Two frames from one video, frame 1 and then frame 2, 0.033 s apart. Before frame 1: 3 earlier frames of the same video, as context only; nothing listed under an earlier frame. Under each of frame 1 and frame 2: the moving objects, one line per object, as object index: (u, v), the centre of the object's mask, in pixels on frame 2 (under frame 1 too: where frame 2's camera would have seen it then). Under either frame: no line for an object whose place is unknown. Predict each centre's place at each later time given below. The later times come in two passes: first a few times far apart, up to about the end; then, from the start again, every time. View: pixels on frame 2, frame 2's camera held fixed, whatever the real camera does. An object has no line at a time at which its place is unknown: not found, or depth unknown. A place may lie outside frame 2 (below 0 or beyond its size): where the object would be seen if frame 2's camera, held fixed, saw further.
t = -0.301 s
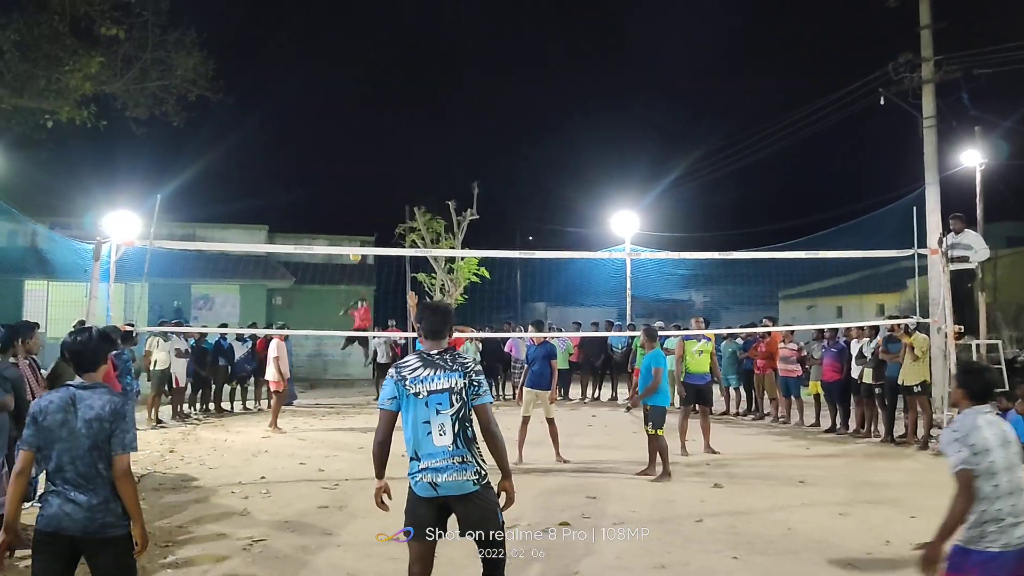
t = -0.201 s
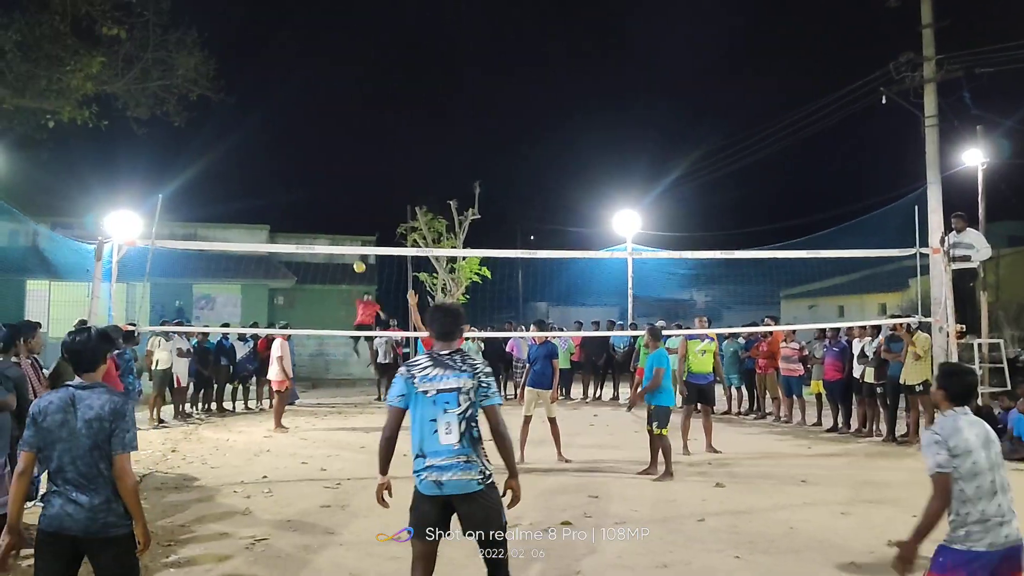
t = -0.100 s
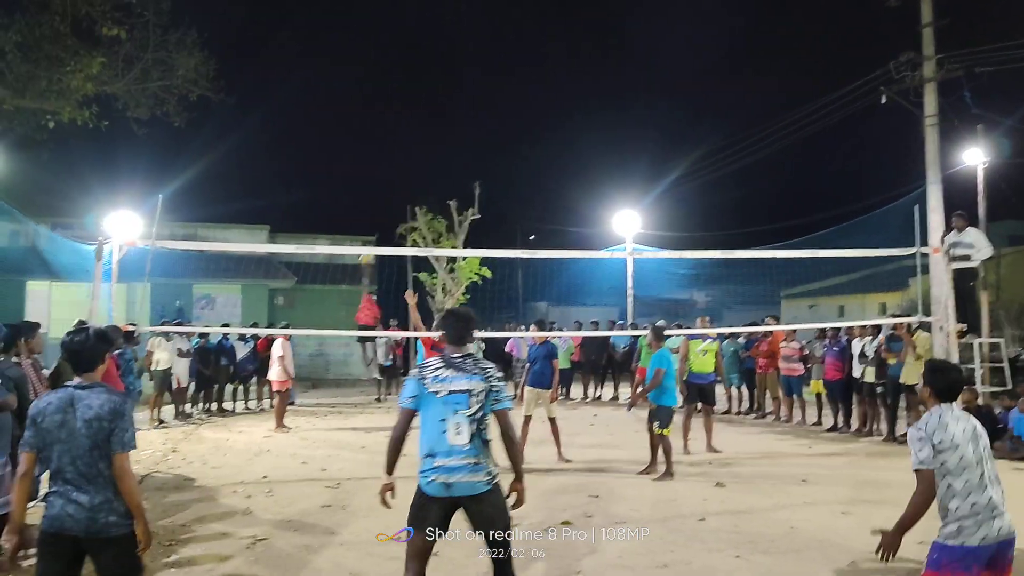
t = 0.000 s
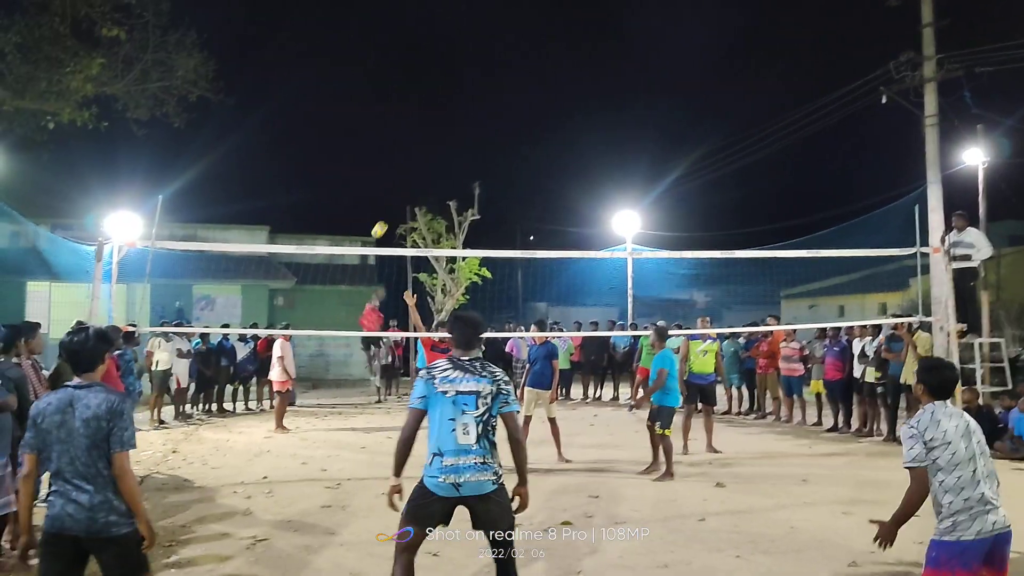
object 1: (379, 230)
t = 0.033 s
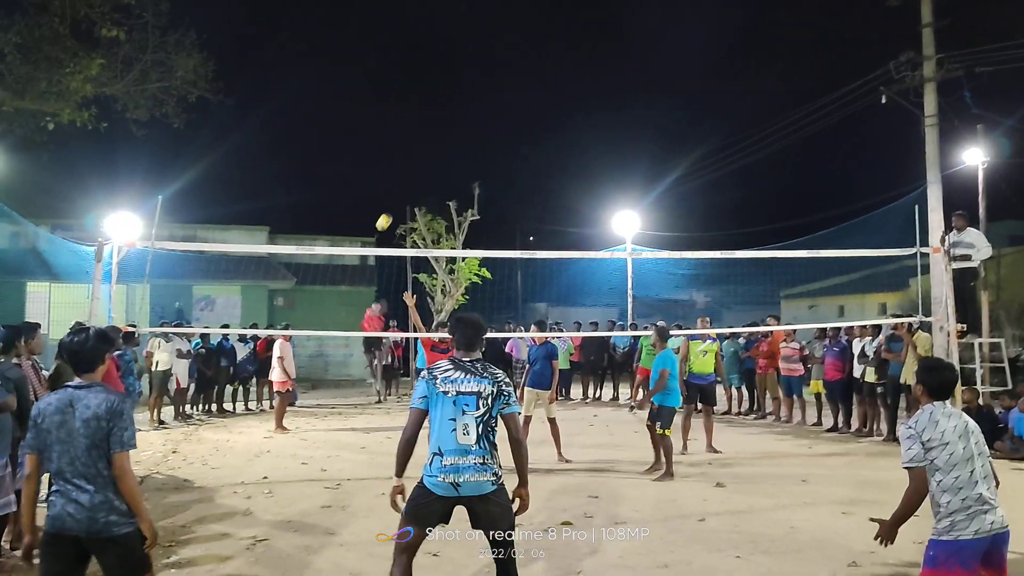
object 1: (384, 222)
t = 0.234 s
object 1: (418, 182)
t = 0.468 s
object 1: (473, 162)
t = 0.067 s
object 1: (389, 214)
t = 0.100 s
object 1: (394, 207)
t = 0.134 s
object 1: (399, 200)
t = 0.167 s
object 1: (405, 193)
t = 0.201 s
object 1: (411, 187)
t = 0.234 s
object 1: (418, 182)
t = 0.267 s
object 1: (425, 177)
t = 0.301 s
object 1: (432, 173)
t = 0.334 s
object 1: (439, 169)
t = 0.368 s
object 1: (447, 166)
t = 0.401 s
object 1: (455, 164)
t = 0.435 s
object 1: (463, 162)
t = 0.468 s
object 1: (473, 162)
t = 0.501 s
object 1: (482, 161)
